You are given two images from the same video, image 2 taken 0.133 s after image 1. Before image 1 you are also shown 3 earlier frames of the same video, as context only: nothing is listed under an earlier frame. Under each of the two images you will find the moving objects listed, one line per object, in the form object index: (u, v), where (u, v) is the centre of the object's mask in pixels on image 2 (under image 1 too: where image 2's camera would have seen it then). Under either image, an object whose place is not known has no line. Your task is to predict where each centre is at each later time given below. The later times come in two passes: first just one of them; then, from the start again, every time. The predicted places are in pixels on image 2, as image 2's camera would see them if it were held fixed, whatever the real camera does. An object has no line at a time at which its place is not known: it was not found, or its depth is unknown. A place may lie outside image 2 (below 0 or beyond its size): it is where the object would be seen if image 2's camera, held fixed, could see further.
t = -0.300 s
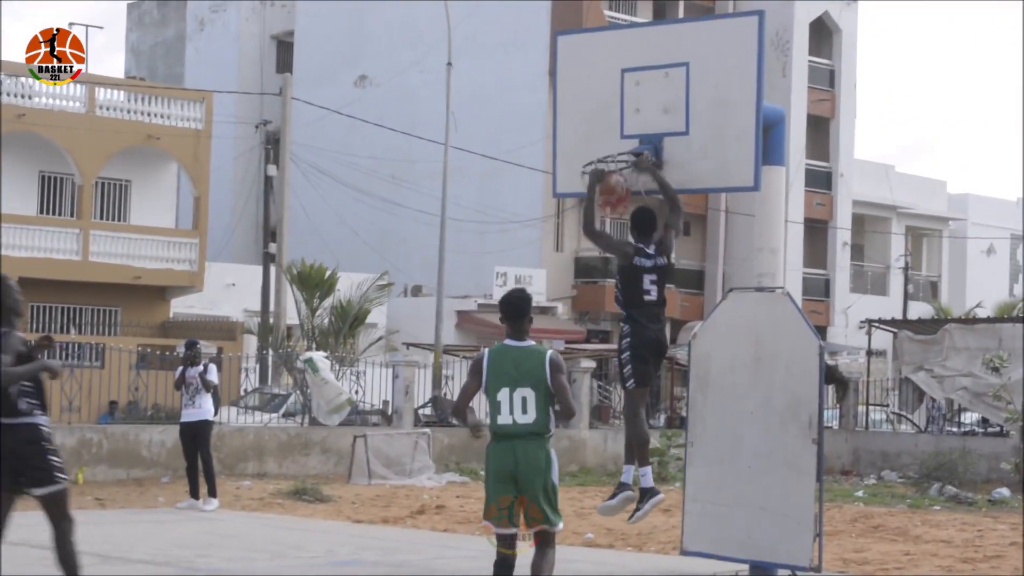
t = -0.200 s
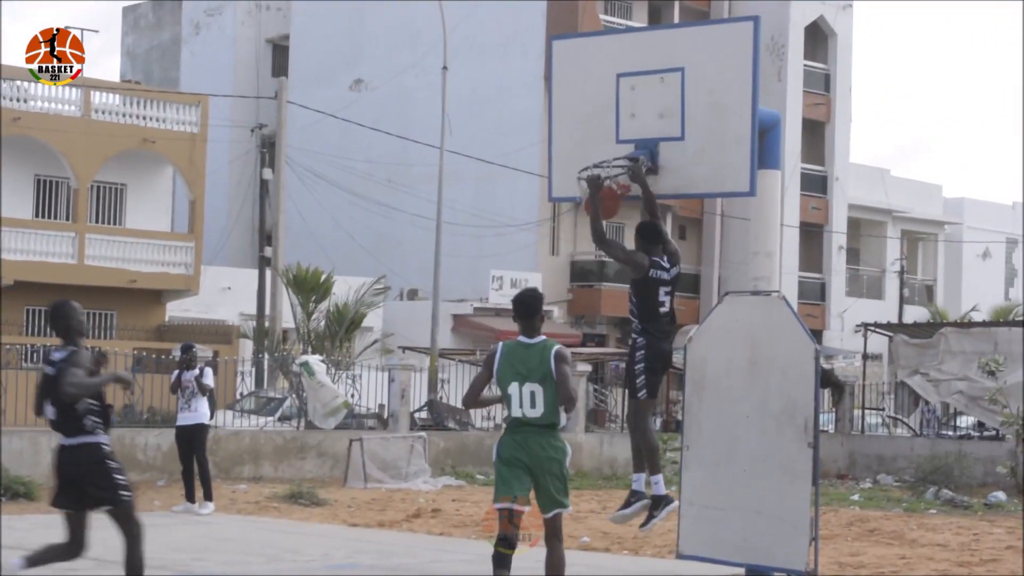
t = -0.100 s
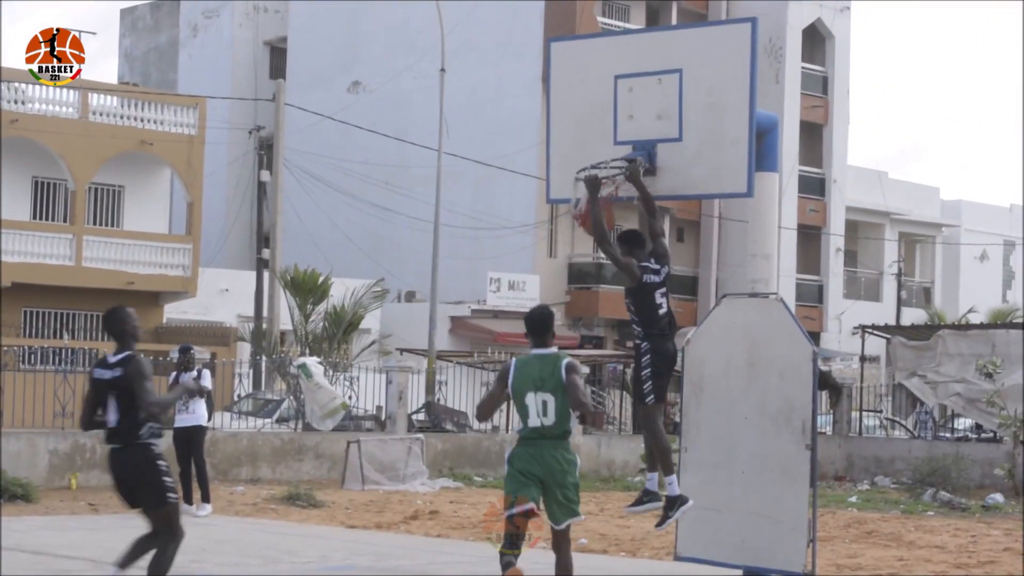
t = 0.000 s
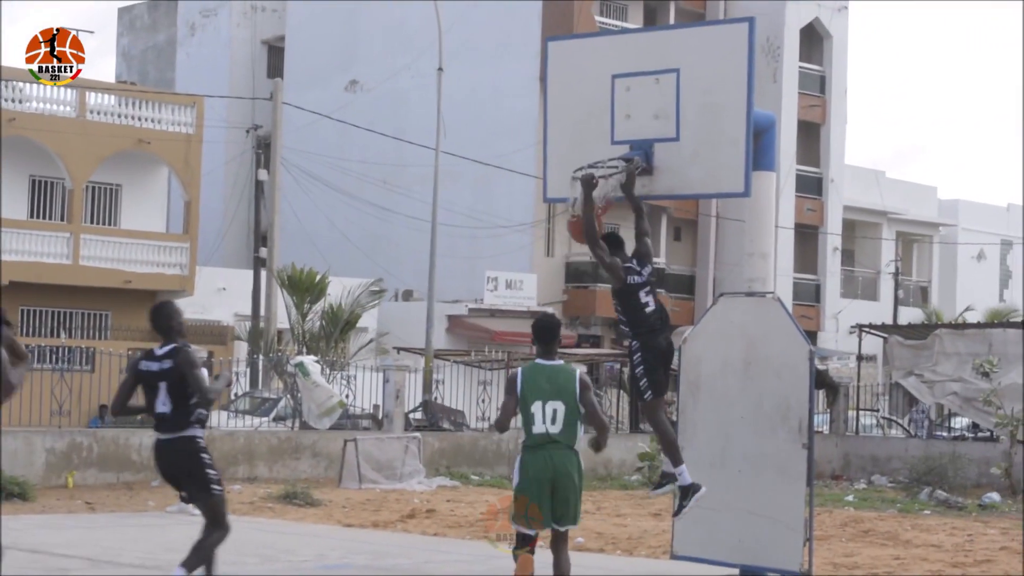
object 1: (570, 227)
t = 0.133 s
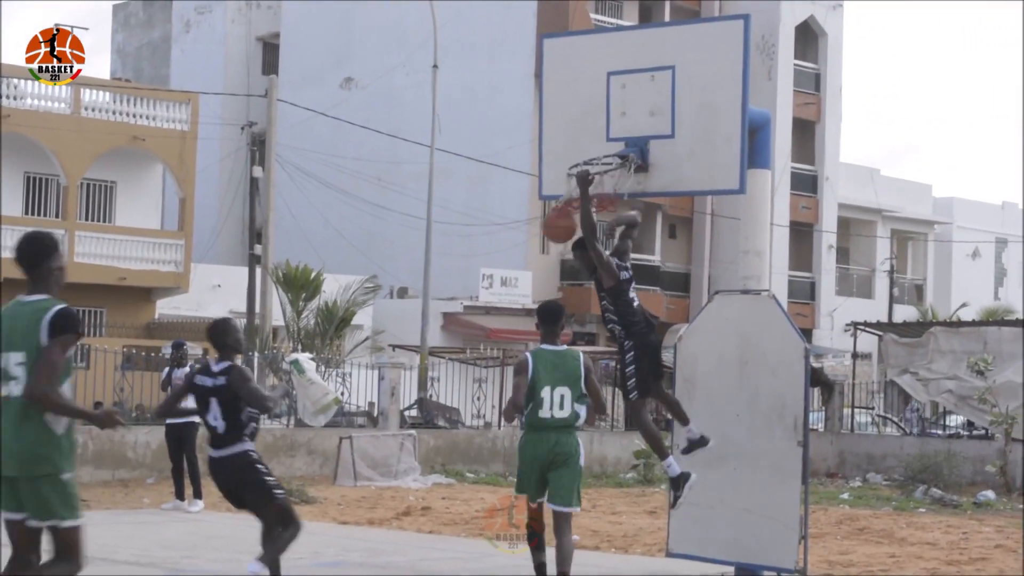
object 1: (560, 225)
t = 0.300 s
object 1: (535, 262)
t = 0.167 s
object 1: (555, 230)
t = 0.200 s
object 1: (550, 235)
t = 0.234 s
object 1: (545, 243)
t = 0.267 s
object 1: (540, 252)
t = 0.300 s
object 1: (535, 262)
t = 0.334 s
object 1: (531, 273)
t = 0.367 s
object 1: (524, 290)
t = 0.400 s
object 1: (521, 303)
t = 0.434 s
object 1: (516, 323)
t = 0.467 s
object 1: (510, 342)
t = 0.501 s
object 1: (506, 358)
